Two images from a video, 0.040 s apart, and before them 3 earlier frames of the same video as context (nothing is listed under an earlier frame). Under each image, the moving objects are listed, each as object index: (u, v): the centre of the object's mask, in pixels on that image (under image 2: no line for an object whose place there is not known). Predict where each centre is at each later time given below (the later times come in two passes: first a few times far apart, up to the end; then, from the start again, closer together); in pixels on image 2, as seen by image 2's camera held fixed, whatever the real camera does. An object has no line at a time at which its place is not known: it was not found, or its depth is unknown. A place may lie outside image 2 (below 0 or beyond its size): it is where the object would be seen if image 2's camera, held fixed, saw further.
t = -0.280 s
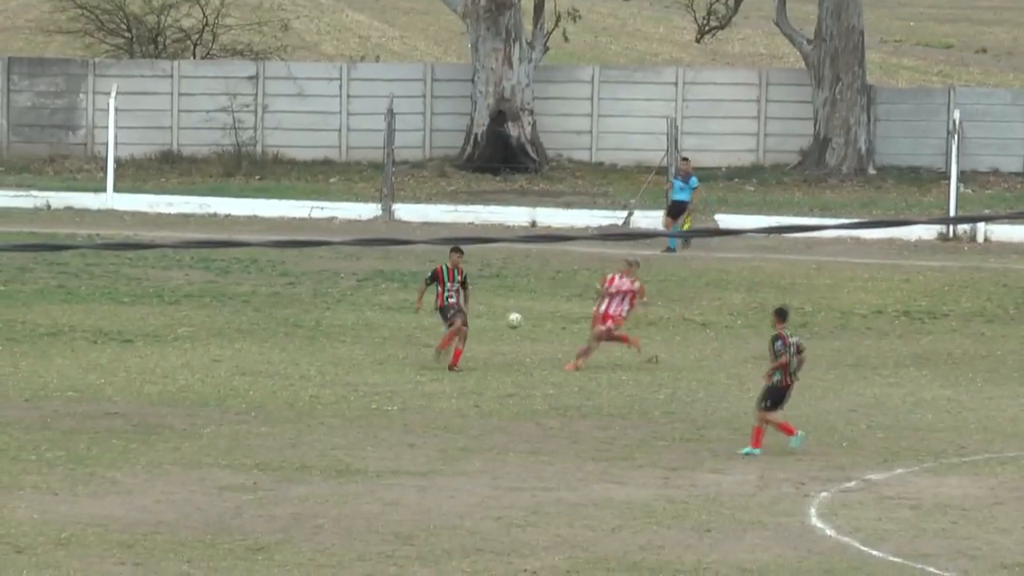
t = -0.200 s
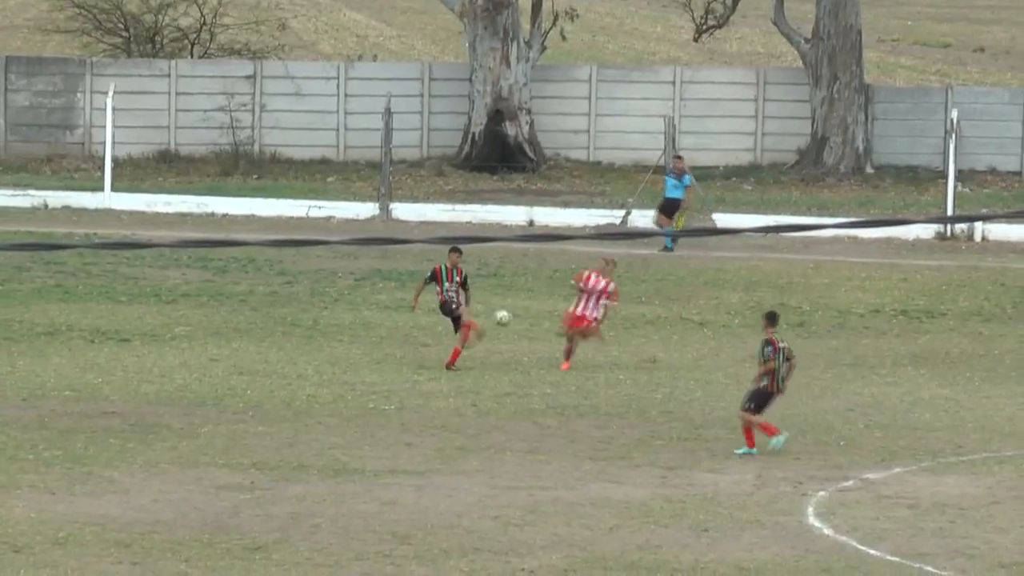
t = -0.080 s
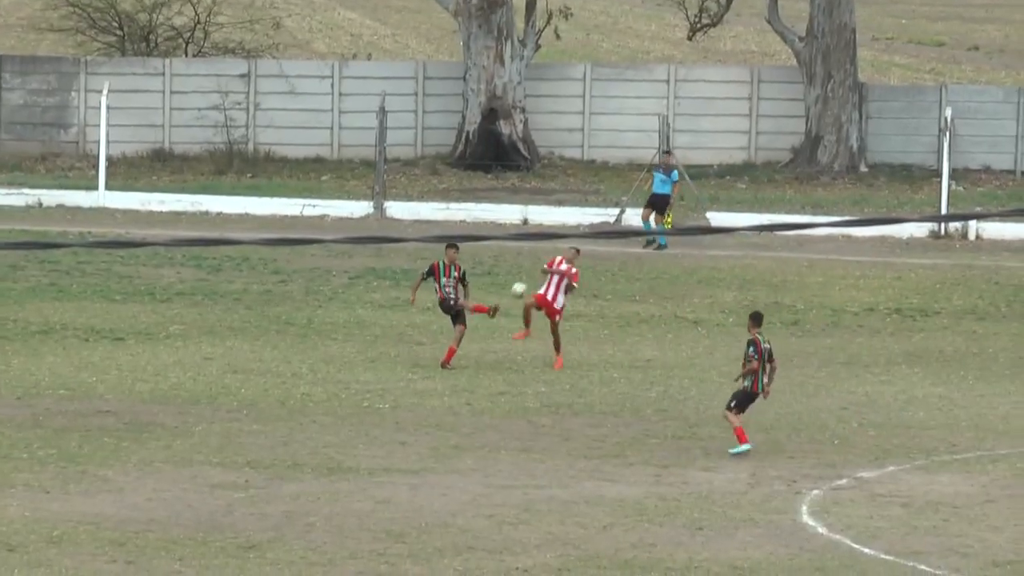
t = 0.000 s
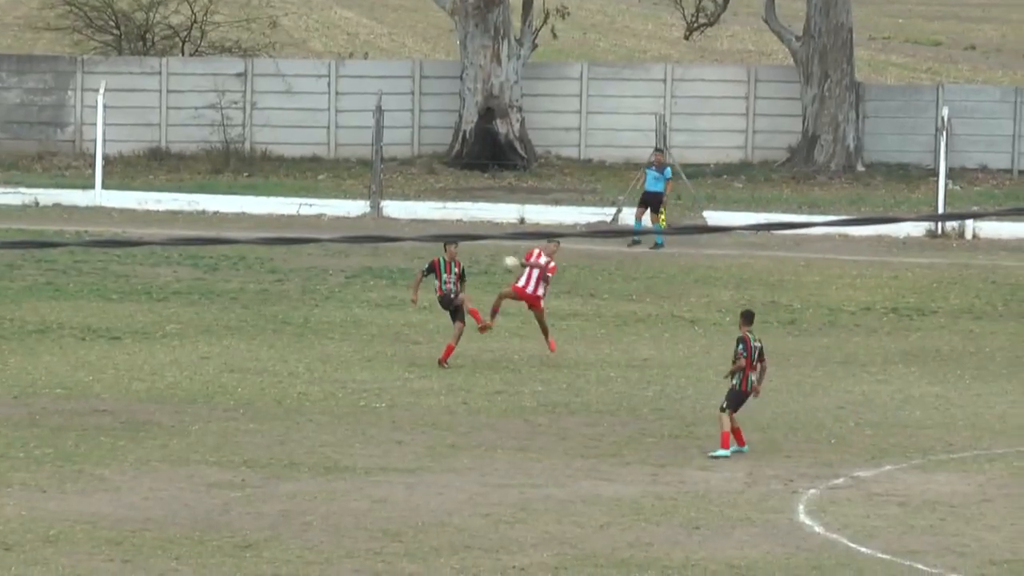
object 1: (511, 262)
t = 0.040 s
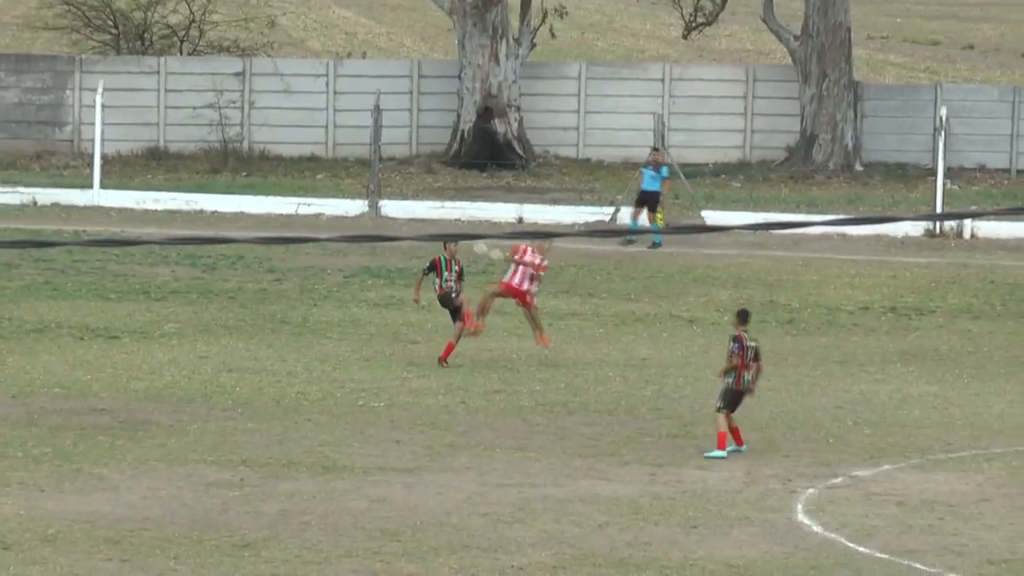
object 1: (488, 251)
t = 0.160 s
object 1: (427, 225)
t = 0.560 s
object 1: (217, 178)
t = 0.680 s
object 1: (156, 173)
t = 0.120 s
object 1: (439, 229)
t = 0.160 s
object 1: (427, 225)
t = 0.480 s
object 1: (258, 182)
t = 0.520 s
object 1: (237, 179)
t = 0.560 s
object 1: (217, 178)
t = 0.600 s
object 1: (195, 176)
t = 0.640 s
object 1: (176, 174)
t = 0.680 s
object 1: (156, 173)
